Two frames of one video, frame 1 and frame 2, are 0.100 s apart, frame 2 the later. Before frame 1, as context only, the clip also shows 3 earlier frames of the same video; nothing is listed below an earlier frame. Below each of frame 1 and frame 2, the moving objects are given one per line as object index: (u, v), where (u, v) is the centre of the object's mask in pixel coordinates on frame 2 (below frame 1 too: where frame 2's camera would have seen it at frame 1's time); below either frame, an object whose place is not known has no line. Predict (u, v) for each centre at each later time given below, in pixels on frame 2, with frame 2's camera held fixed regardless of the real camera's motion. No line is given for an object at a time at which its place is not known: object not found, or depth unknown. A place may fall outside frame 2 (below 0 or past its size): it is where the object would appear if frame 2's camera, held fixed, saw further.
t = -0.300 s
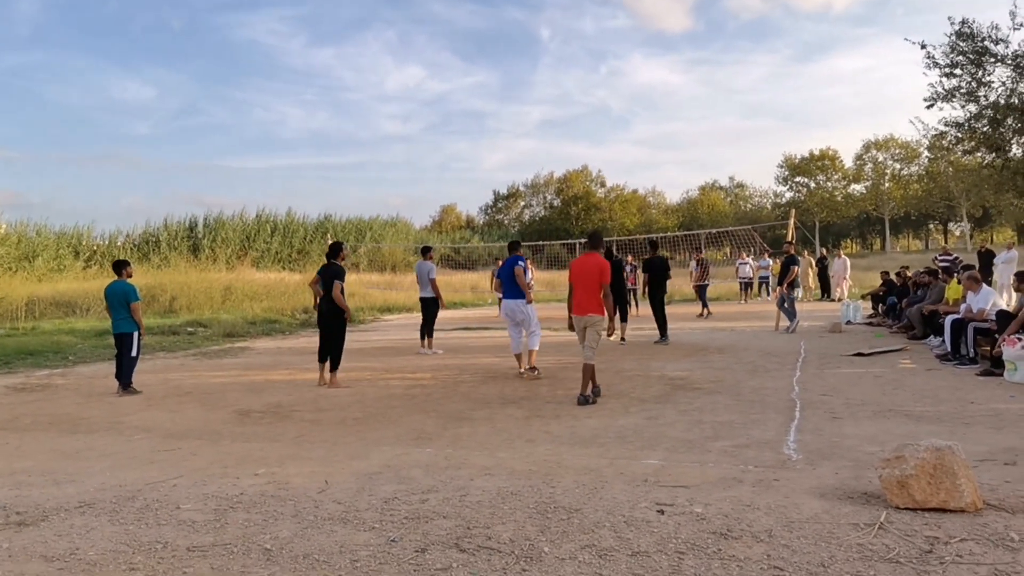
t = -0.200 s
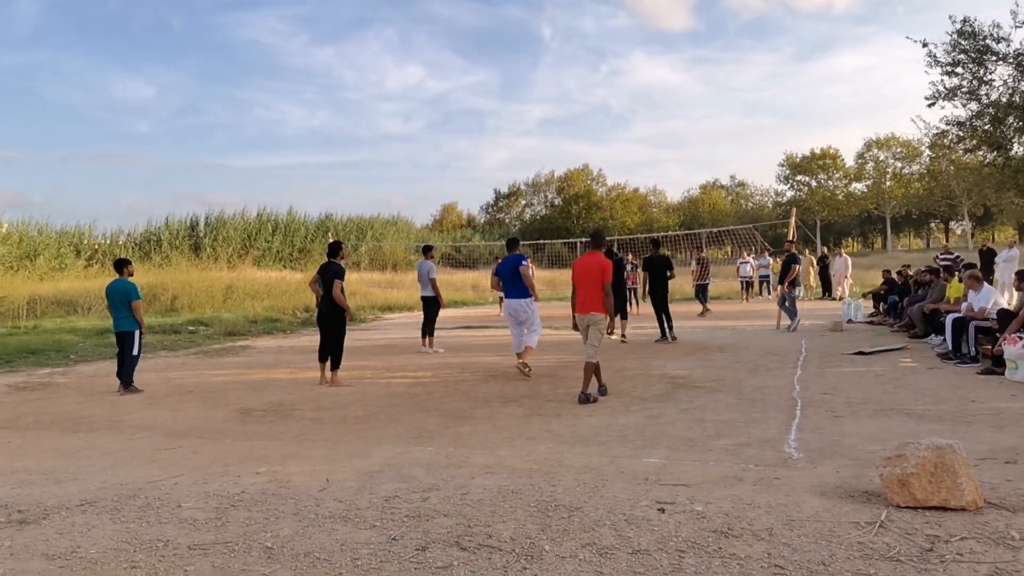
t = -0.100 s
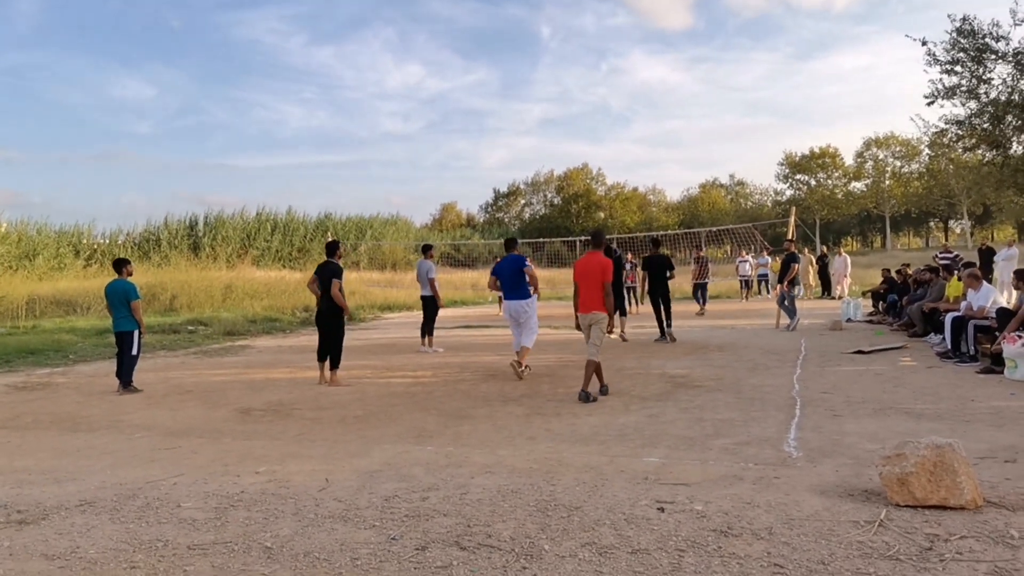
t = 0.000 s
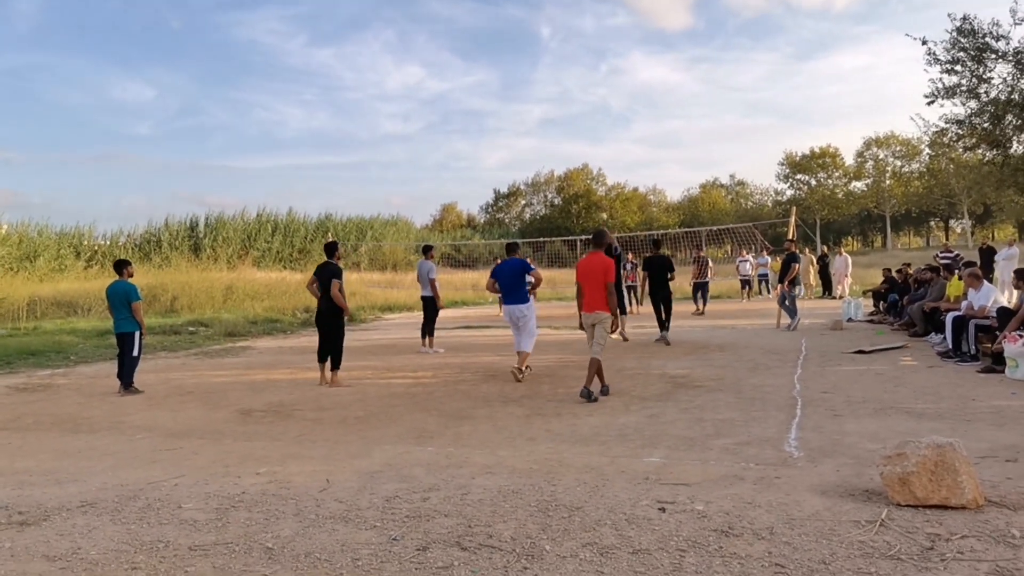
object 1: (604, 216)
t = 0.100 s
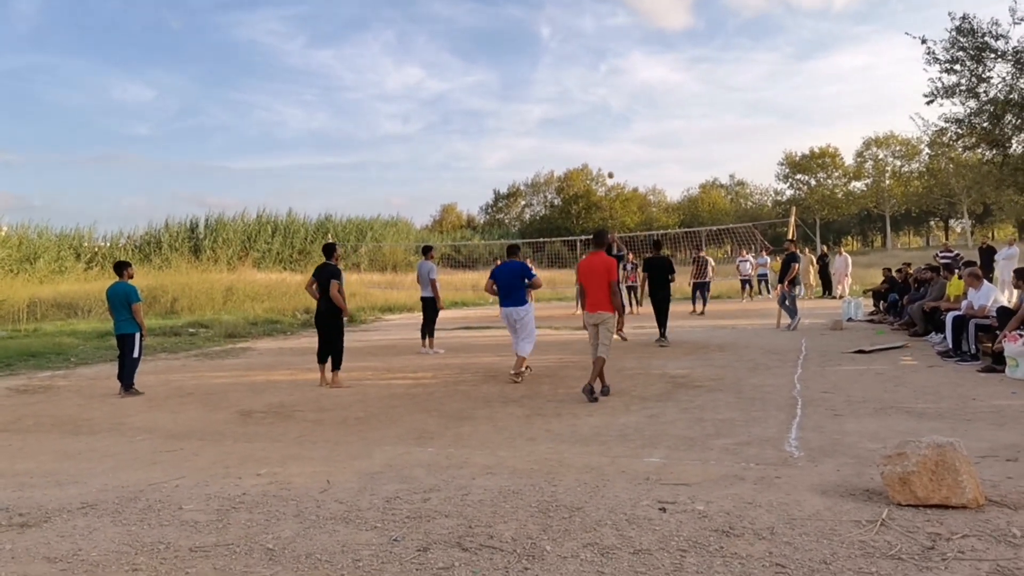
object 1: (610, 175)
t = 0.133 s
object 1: (613, 162)
